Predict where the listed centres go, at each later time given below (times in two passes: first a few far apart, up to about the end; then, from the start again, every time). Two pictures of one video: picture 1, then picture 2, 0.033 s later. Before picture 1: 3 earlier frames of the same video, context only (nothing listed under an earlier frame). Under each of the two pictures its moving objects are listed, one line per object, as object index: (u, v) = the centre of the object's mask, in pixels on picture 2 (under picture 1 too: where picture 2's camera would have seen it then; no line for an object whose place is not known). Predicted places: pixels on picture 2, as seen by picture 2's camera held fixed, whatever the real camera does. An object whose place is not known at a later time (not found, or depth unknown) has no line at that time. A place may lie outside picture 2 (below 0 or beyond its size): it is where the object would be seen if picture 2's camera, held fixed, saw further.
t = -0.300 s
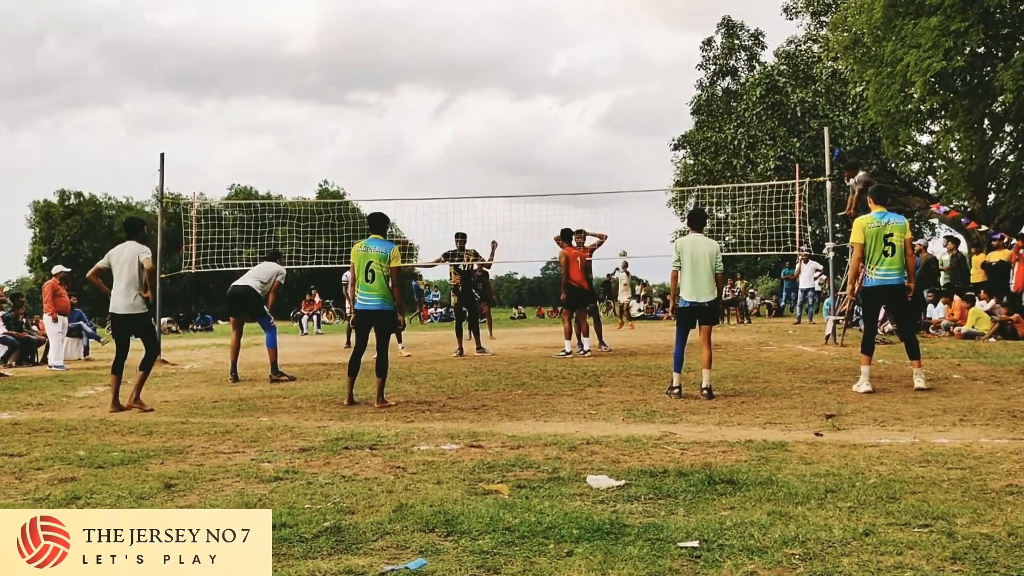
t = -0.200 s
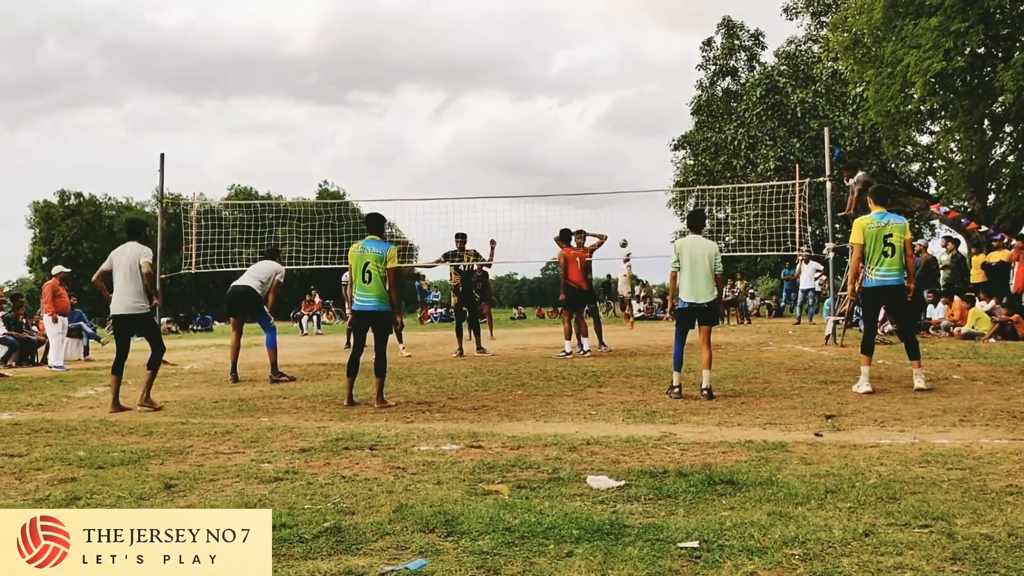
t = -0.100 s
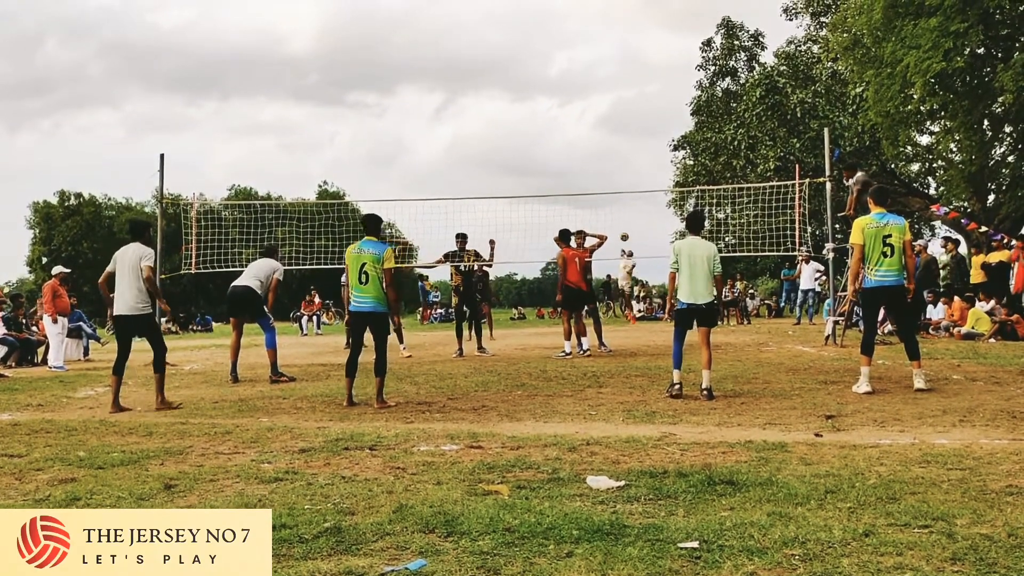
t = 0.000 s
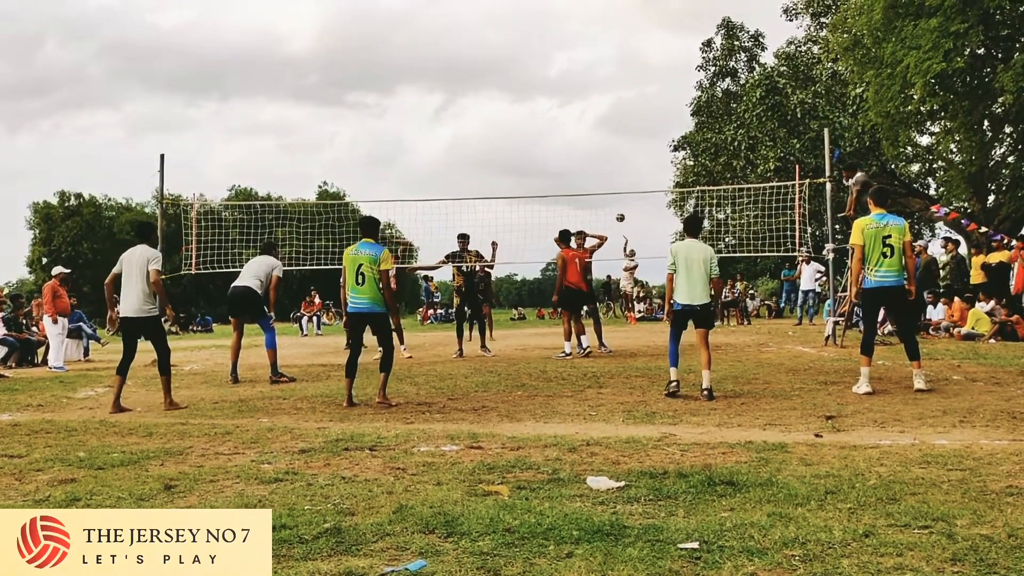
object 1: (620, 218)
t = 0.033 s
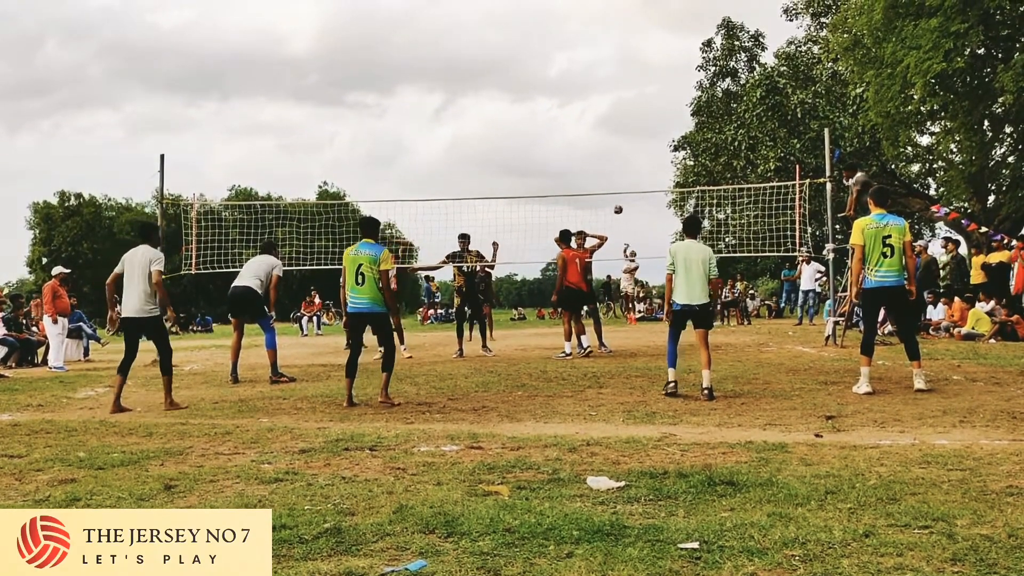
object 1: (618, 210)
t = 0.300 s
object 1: (598, 154)
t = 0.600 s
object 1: (570, 125)
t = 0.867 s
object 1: (536, 154)
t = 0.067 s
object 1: (616, 202)
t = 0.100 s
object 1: (613, 194)
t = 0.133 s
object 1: (611, 187)
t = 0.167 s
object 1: (609, 179)
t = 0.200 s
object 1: (606, 173)
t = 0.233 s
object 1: (604, 166)
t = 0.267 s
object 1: (601, 160)
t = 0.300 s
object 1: (598, 154)
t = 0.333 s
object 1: (595, 149)
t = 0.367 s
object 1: (592, 144)
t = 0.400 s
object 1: (589, 140)
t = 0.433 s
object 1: (586, 136)
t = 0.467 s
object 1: (583, 132)
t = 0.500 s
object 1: (579, 130)
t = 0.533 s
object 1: (576, 127)
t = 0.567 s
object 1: (573, 126)
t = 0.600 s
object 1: (570, 125)
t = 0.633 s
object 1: (566, 125)
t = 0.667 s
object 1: (562, 126)
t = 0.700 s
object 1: (559, 128)
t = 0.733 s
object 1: (555, 131)
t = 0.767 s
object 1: (551, 135)
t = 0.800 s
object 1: (546, 140)
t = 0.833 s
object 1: (541, 146)
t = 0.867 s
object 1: (536, 154)
